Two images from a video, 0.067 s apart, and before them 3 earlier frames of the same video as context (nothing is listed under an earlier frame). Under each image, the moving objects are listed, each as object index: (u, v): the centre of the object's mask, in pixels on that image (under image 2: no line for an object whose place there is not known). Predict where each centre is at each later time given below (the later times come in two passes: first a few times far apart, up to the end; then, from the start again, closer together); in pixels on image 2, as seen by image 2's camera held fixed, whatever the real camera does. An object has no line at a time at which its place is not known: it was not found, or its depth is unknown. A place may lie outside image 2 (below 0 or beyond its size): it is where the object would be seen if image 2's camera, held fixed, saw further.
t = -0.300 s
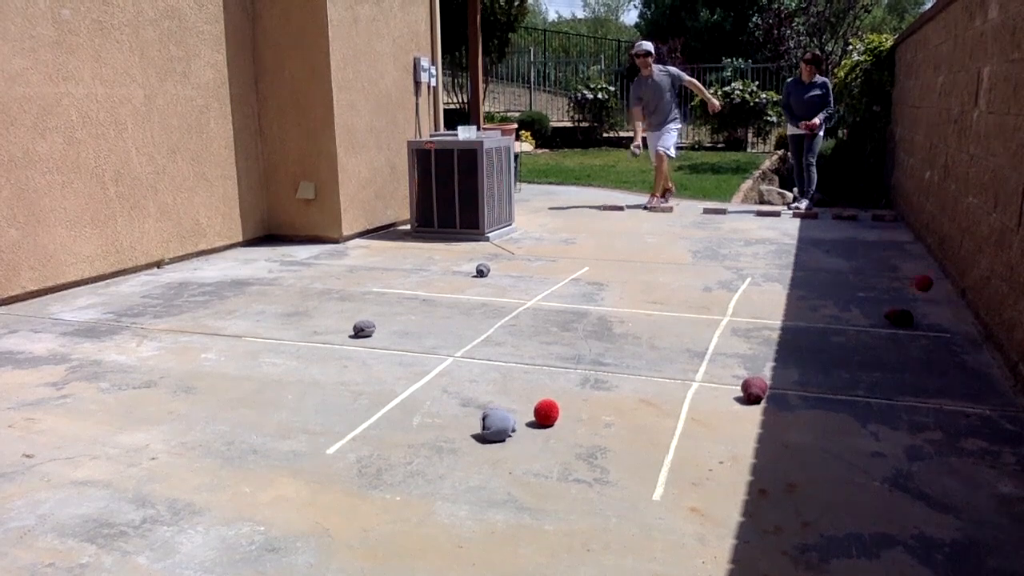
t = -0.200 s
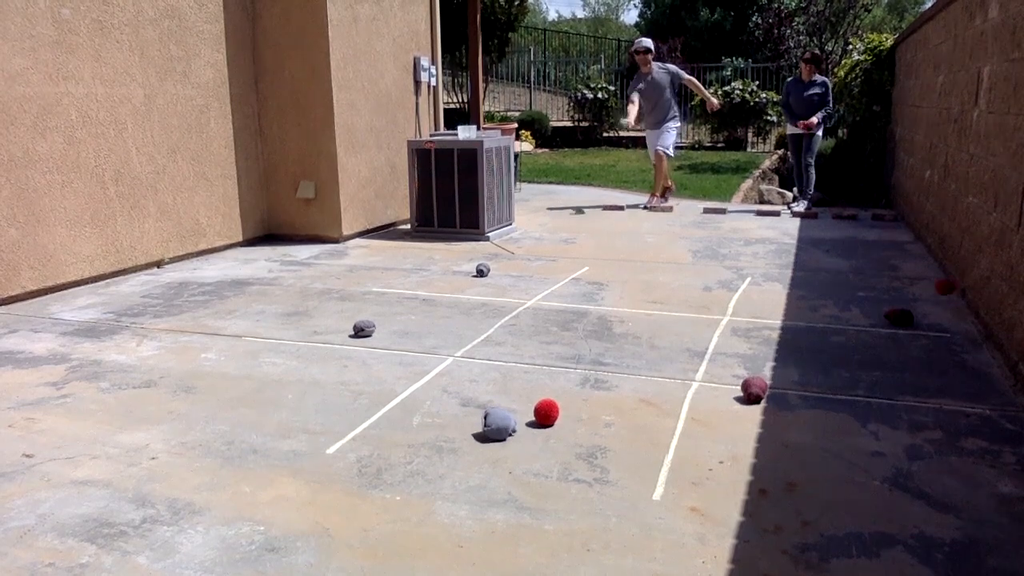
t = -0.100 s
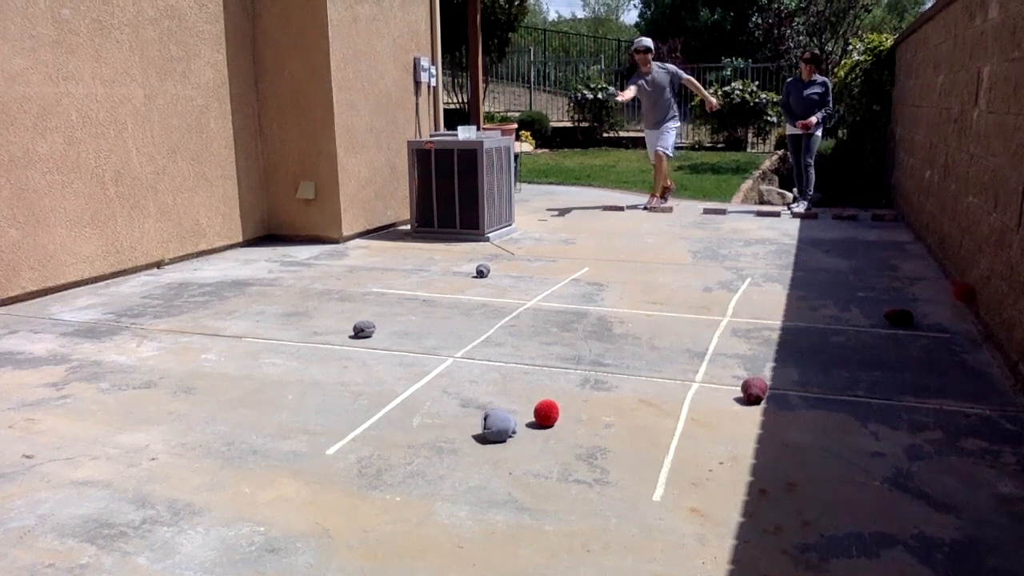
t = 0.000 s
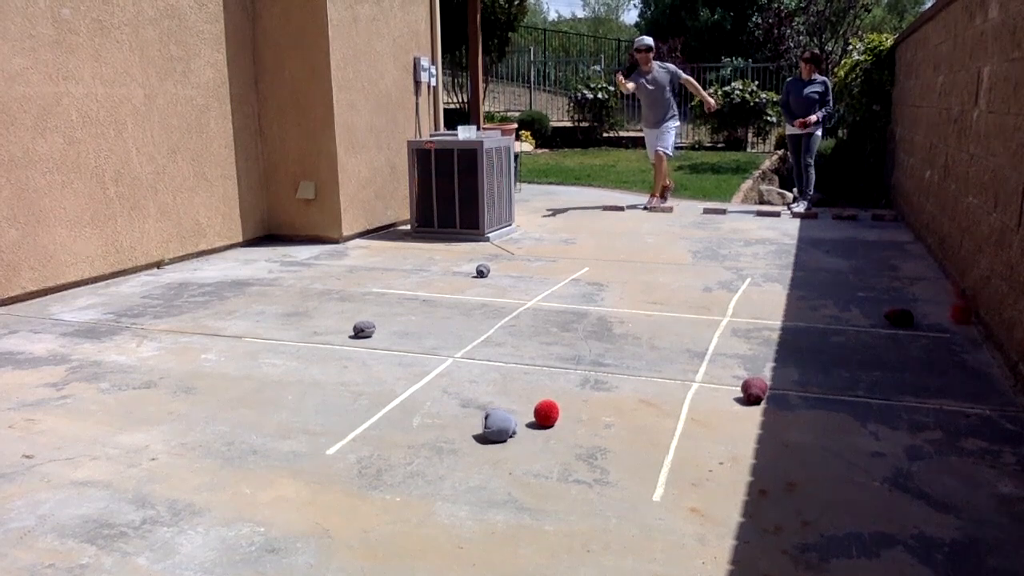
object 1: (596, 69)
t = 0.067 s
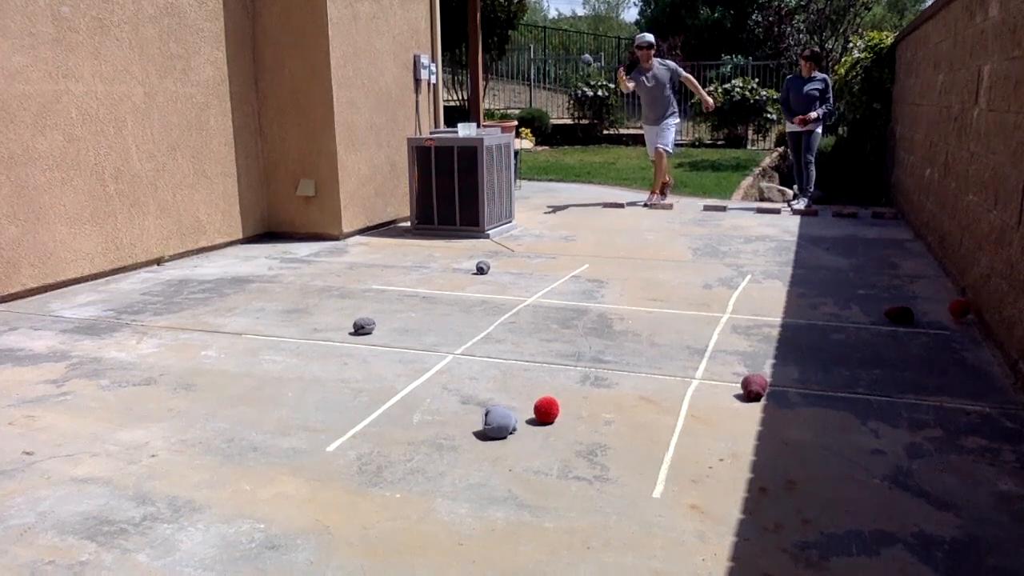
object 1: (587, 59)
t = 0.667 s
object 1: (457, 262)
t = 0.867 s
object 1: (419, 273)
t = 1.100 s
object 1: (381, 310)
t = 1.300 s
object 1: (398, 318)
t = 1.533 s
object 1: (432, 353)
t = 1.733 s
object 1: (455, 369)
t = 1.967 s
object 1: (476, 388)
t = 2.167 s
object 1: (491, 398)
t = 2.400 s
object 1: (508, 403)
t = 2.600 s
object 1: (499, 403)
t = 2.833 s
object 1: (485, 408)
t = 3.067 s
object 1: (485, 408)
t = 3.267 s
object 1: (491, 405)
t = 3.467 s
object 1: (489, 406)
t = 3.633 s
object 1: (489, 405)
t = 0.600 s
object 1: (469, 256)
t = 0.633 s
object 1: (462, 268)
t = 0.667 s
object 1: (457, 262)
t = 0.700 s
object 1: (451, 259)
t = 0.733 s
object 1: (445, 258)
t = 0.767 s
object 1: (438, 258)
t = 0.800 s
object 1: (432, 261)
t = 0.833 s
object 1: (426, 266)
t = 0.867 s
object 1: (419, 273)
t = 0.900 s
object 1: (412, 283)
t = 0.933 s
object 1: (405, 296)
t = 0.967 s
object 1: (400, 301)
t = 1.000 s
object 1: (395, 300)
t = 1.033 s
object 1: (390, 301)
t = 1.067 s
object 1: (385, 304)
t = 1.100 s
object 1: (381, 310)
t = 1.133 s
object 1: (377, 317)
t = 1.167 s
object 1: (380, 314)
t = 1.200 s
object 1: (384, 311)
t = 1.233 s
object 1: (389, 311)
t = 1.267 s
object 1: (393, 314)
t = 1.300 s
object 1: (398, 318)
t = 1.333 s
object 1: (404, 326)
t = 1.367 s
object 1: (409, 338)
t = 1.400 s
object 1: (414, 343)
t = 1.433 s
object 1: (418, 344)
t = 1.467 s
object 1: (422, 347)
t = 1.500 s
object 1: (427, 353)
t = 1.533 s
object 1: (432, 353)
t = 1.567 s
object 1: (435, 352)
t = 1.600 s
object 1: (439, 354)
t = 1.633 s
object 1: (444, 360)
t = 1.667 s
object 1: (448, 365)
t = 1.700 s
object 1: (451, 365)
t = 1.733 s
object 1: (455, 369)
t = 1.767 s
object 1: (458, 375)
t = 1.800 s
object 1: (461, 376)
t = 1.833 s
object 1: (464, 377)
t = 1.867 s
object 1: (468, 381)
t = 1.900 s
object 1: (471, 385)
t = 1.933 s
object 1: (474, 385)
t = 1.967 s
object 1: (476, 388)
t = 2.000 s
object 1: (478, 390)
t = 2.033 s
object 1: (480, 394)
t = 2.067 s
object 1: (482, 395)
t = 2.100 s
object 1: (484, 397)
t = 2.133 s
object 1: (487, 398)
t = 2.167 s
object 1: (491, 398)
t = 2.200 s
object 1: (496, 399)
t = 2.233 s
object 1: (498, 401)
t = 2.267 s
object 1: (502, 404)
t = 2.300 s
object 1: (504, 403)
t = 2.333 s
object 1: (505, 403)
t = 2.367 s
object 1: (507, 404)
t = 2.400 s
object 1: (508, 403)
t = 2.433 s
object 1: (508, 403)
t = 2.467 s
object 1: (507, 403)
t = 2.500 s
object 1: (505, 403)
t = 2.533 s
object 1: (504, 403)
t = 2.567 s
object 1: (501, 403)
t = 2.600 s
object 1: (499, 403)
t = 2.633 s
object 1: (495, 404)
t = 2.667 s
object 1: (493, 403)
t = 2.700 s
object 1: (491, 404)
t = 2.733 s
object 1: (489, 405)
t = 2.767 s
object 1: (487, 406)
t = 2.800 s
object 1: (486, 406)
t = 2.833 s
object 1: (485, 408)
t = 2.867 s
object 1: (485, 407)
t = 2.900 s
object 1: (485, 407)
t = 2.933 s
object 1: (485, 408)
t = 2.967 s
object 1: (485, 408)
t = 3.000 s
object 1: (485, 407)
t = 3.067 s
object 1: (485, 408)
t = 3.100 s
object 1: (486, 407)
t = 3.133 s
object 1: (487, 406)
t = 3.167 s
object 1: (489, 406)
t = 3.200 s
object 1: (490, 405)
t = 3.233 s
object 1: (491, 405)
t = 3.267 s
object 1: (491, 405)
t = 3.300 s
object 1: (491, 405)
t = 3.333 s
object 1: (491, 405)
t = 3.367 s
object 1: (490, 405)
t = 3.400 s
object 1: (489, 405)
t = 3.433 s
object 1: (489, 405)
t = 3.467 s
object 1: (489, 406)
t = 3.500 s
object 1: (489, 406)
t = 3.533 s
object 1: (489, 406)
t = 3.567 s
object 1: (489, 406)
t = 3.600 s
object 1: (489, 406)
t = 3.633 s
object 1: (489, 405)
